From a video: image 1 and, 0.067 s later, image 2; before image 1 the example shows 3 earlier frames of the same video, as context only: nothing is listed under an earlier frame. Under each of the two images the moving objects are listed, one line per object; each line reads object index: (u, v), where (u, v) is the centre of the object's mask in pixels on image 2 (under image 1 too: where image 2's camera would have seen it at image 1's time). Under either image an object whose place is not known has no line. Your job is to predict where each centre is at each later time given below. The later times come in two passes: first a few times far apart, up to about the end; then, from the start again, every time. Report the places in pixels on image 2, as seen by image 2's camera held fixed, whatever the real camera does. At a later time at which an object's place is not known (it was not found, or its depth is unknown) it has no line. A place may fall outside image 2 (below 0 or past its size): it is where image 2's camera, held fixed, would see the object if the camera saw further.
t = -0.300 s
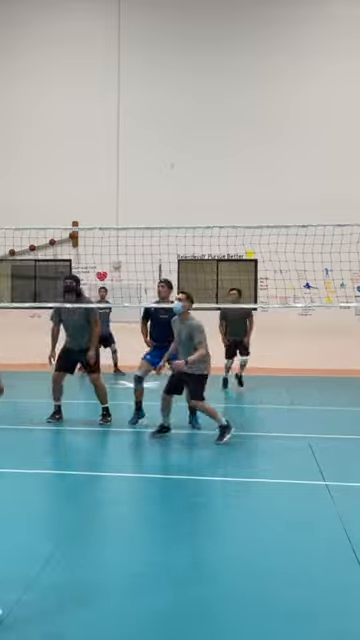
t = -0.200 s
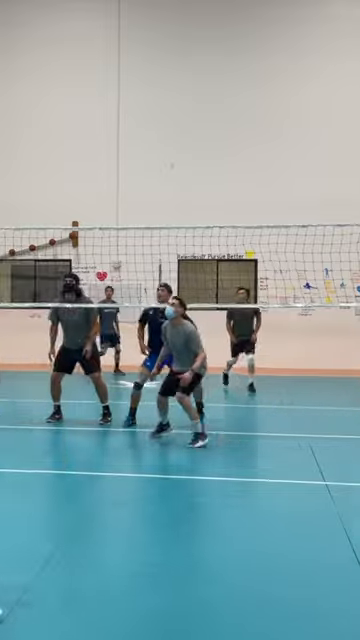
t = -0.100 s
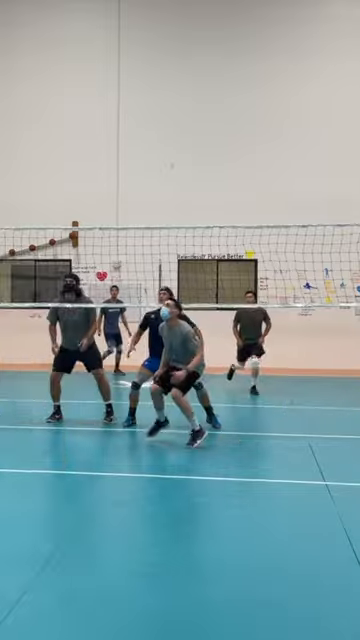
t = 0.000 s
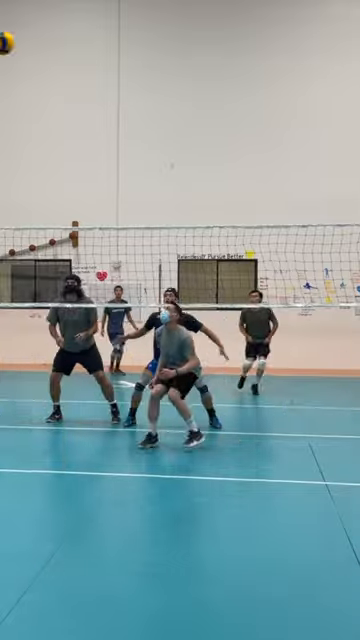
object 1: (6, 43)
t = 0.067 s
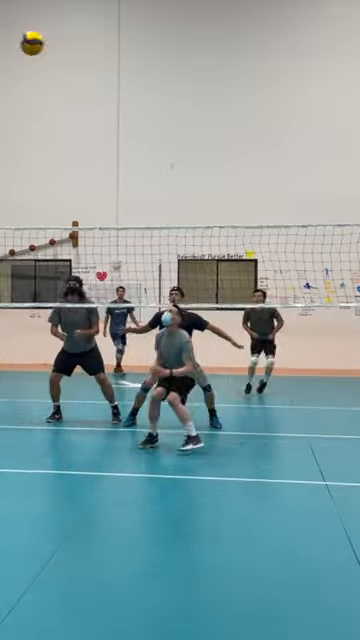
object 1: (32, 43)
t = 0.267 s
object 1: (114, 71)
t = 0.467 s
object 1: (184, 131)
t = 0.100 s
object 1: (46, 45)
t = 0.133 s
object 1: (60, 49)
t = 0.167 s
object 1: (74, 53)
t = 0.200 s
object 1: (88, 57)
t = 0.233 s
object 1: (100, 64)
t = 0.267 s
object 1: (114, 71)
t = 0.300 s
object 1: (127, 79)
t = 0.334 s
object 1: (138, 88)
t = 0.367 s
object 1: (150, 98)
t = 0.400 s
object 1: (162, 108)
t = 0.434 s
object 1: (173, 120)
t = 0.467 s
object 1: (184, 131)
